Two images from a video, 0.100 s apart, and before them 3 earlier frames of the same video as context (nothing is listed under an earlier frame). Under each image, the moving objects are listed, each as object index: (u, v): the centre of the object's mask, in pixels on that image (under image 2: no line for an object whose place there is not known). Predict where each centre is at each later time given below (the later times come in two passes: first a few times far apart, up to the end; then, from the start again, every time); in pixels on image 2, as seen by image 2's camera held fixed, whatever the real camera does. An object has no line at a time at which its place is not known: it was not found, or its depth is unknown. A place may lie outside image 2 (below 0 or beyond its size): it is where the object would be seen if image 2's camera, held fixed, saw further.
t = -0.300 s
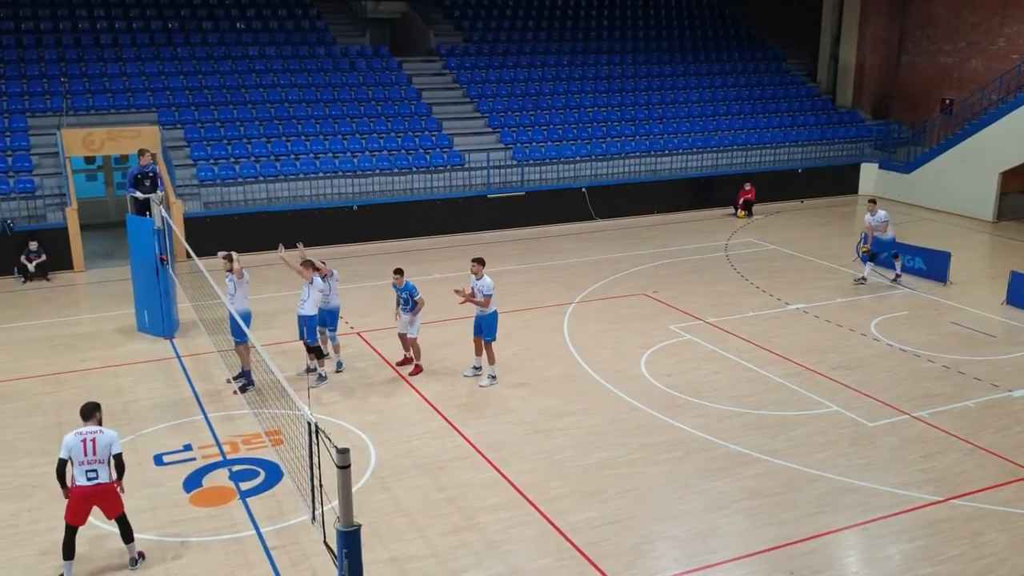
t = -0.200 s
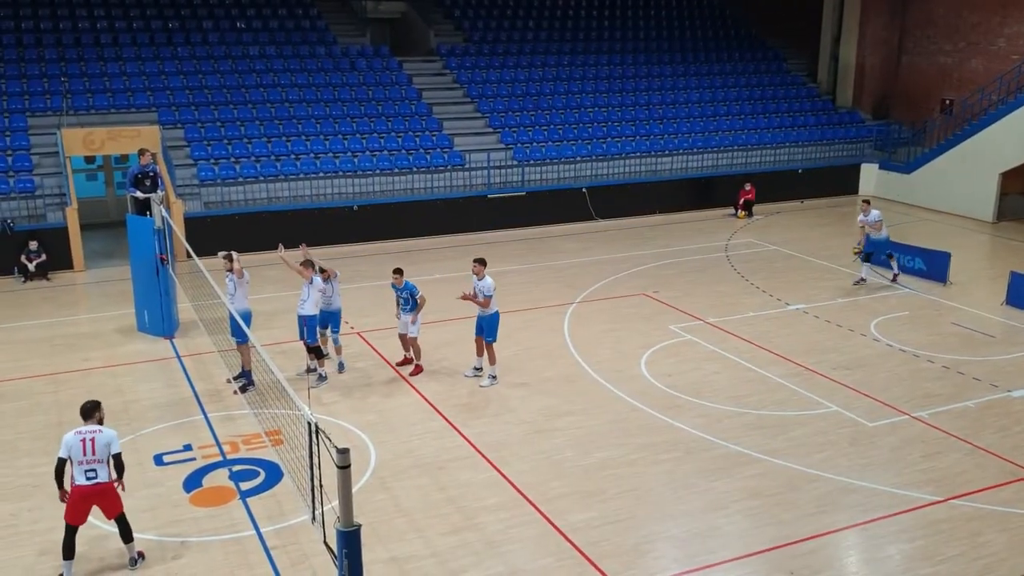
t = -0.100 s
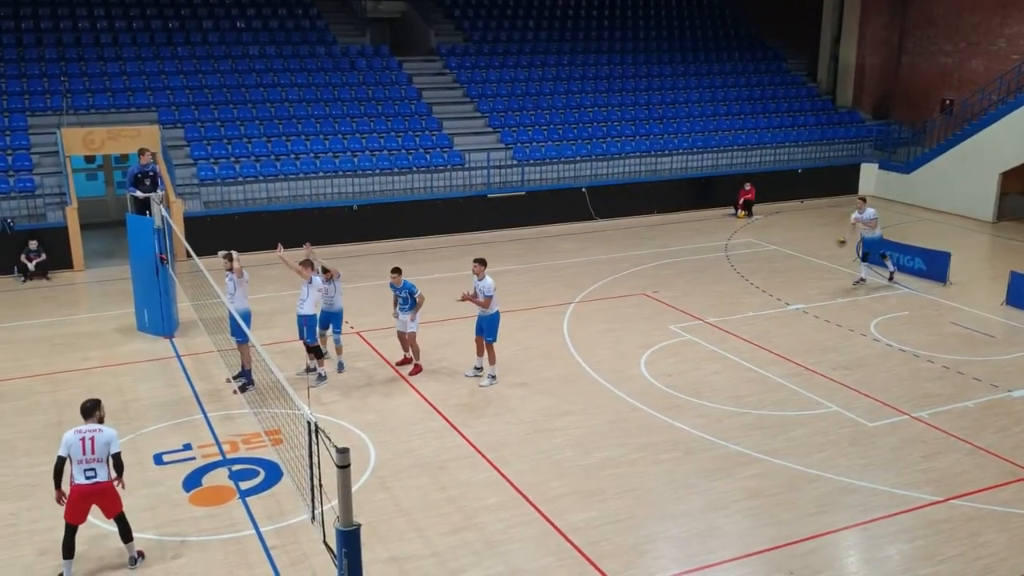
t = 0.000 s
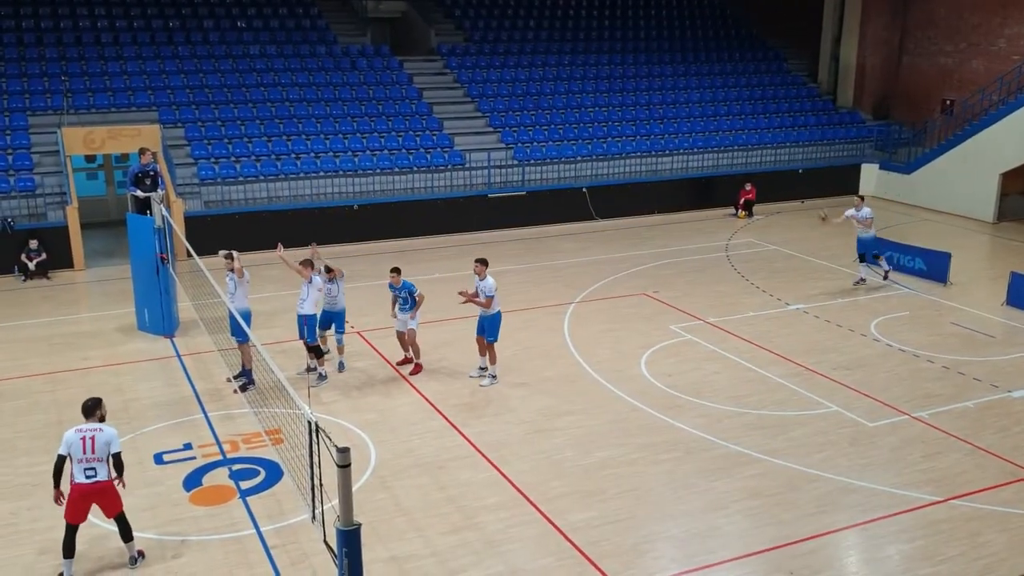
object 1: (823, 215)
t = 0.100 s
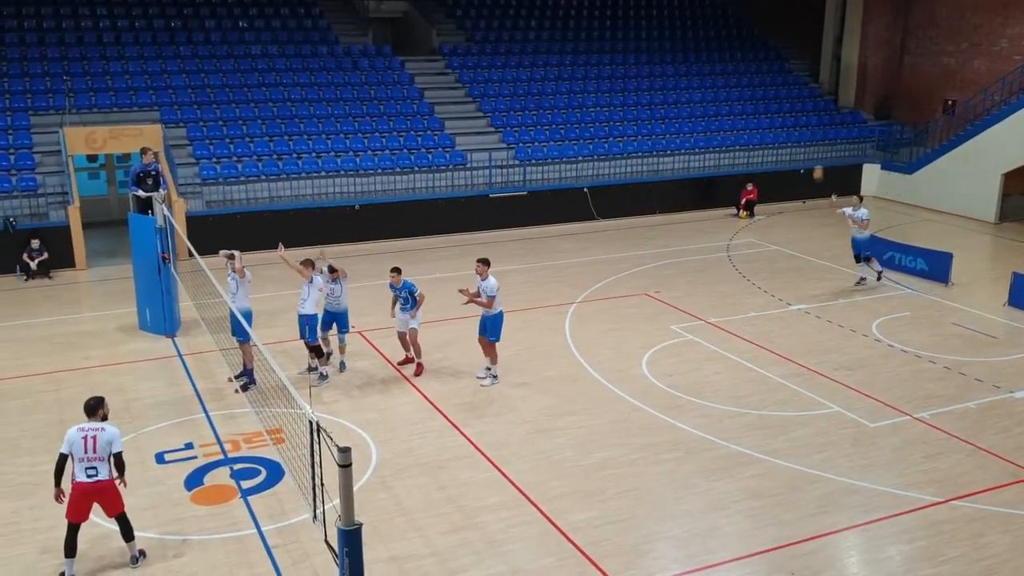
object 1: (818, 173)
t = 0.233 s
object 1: (809, 120)
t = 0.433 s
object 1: (793, 60)
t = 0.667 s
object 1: (770, 15)
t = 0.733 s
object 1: (763, 8)
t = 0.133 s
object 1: (815, 160)
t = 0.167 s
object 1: (814, 146)
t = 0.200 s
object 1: (811, 133)
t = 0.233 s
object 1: (809, 120)
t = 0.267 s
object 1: (807, 109)
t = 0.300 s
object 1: (803, 98)
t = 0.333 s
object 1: (802, 88)
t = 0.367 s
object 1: (799, 78)
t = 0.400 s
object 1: (796, 68)
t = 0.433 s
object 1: (793, 60)
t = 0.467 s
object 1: (789, 51)
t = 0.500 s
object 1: (787, 44)
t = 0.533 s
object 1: (784, 37)
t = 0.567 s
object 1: (780, 31)
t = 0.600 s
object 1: (777, 25)
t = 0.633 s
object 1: (773, 19)
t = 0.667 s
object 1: (770, 15)
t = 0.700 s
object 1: (766, 11)
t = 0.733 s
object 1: (763, 8)
